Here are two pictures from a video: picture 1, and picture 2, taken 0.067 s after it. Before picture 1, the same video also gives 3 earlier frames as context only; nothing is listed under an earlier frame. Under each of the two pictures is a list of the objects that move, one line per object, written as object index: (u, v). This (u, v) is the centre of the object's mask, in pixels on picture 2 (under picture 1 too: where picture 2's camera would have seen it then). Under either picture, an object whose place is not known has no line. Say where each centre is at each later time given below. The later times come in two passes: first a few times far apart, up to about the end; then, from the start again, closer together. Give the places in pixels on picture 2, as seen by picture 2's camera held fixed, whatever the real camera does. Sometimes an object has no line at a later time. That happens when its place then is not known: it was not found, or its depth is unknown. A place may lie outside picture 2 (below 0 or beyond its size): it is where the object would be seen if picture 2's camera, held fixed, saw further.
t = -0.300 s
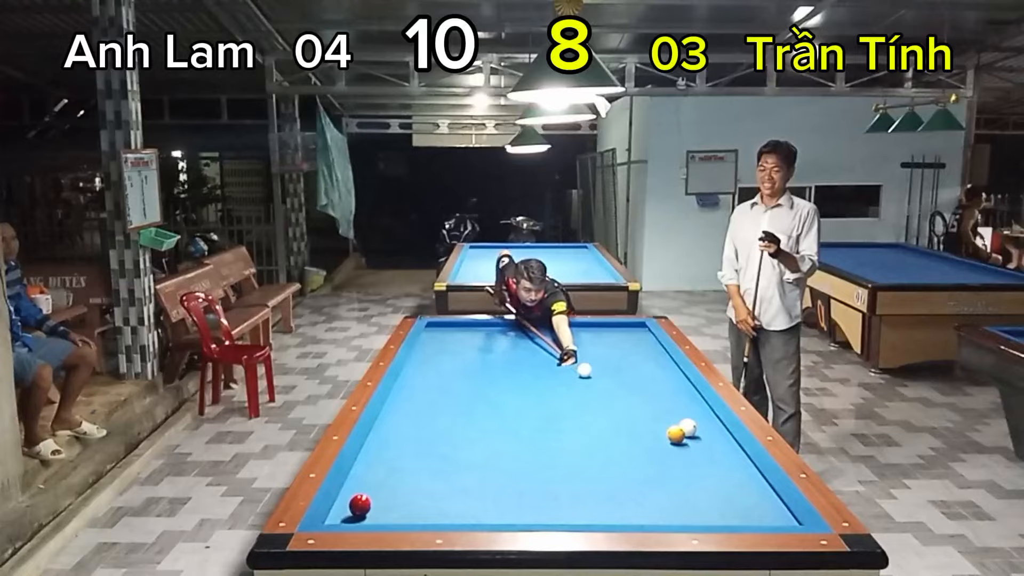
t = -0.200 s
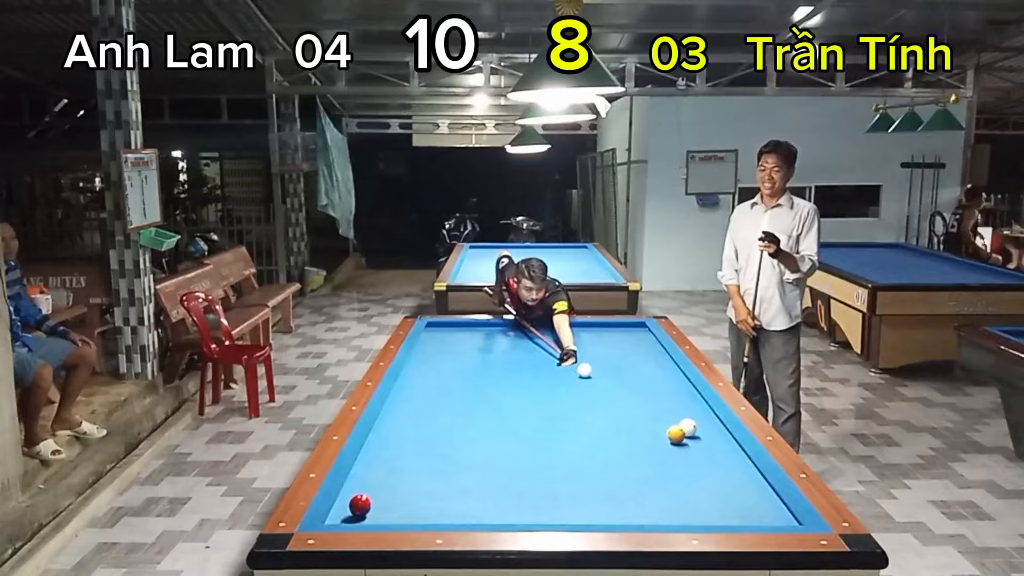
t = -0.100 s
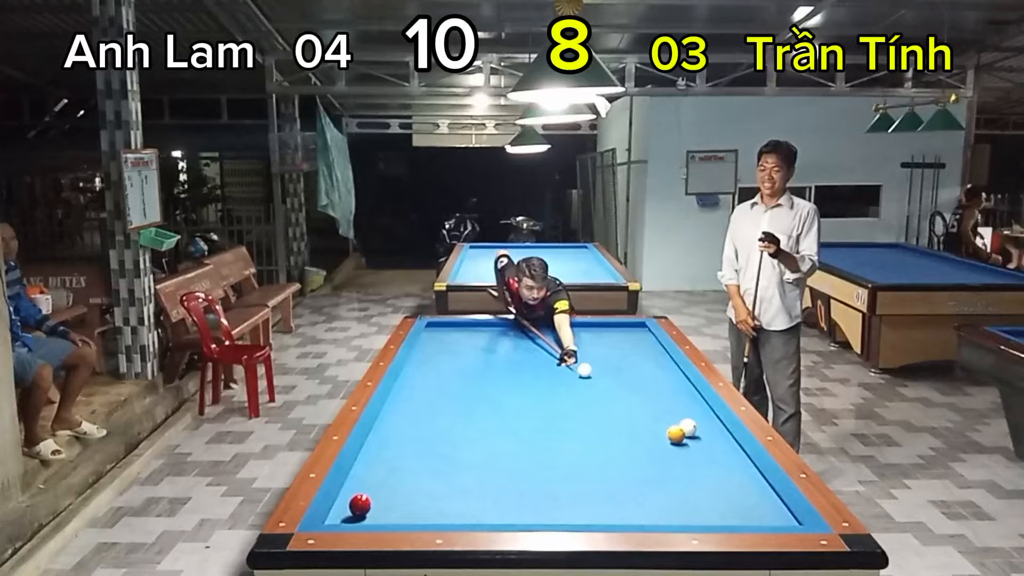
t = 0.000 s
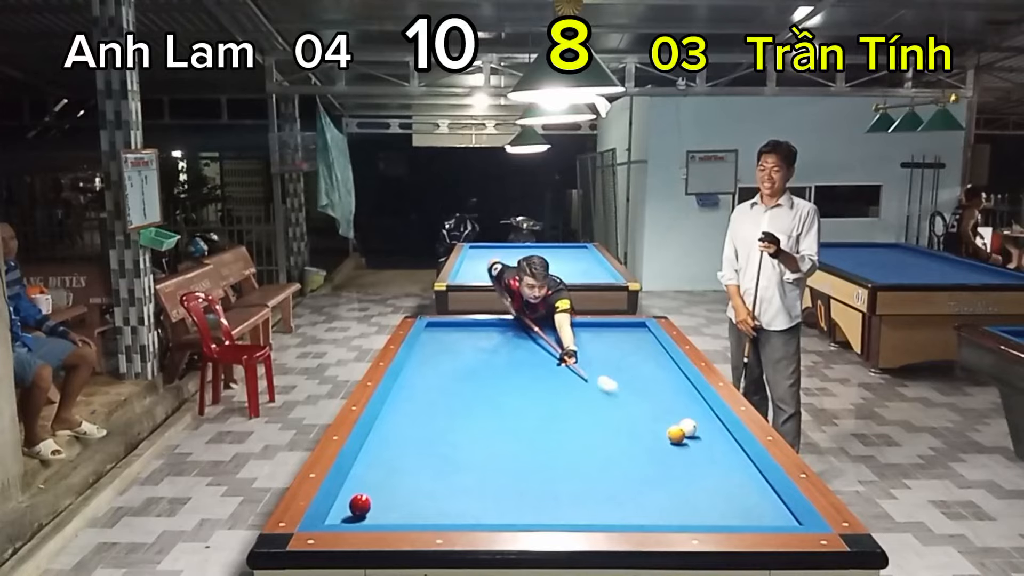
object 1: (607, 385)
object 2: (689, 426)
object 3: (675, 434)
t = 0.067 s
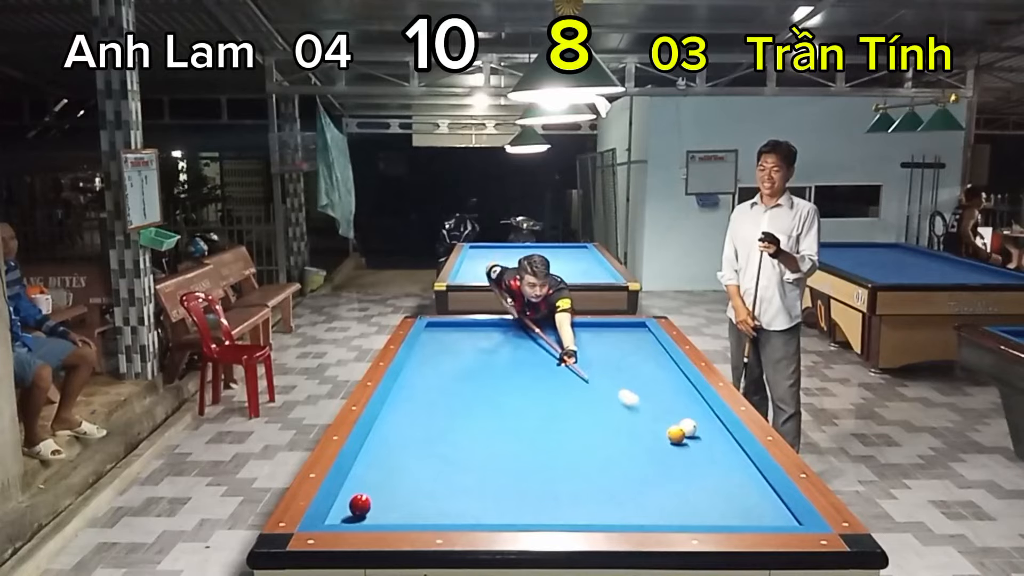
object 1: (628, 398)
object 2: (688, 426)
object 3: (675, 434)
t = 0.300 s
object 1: (653, 429)
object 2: (718, 428)
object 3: (704, 458)
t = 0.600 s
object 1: (612, 433)
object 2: (680, 427)
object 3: (774, 513)
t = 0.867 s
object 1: (576, 437)
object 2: (647, 427)
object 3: (746, 478)
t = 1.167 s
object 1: (535, 441)
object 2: (612, 426)
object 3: (714, 449)
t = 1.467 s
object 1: (495, 445)
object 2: (577, 426)
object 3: (688, 426)
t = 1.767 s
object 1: (454, 449)
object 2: (544, 426)
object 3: (666, 407)
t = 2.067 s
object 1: (413, 453)
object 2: (513, 426)
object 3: (647, 390)
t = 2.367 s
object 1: (372, 458)
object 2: (482, 426)
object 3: (630, 376)
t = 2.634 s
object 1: (383, 457)
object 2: (455, 426)
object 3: (618, 365)
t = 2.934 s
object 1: (402, 455)
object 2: (426, 426)
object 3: (605, 354)
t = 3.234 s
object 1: (419, 452)
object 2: (398, 426)
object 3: (595, 344)
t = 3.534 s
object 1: (435, 450)
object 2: (388, 427)
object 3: (585, 336)
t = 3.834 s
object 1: (449, 448)
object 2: (403, 426)
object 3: (577, 328)
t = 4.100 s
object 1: (461, 447)
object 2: (414, 427)
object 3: (570, 324)
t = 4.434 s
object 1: (474, 446)
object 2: (428, 427)
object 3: (563, 328)
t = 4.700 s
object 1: (484, 444)
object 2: (438, 427)
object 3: (557, 332)
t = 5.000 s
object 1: (493, 443)
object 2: (447, 428)
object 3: (551, 336)
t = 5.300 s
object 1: (501, 442)
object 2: (455, 428)
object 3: (545, 340)
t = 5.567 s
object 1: (507, 442)
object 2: (462, 428)
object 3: (539, 343)
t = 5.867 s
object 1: (513, 441)
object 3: (533, 347)
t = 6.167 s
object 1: (518, 441)
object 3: (526, 351)
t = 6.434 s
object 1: (520, 440)
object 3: (521, 354)
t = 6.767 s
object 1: (523, 440)
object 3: (514, 358)
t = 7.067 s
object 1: (525, 439)
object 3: (508, 362)
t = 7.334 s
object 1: (524, 440)
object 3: (503, 365)
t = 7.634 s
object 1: (524, 439)
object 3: (498, 369)
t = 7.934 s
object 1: (524, 439)
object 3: (493, 372)
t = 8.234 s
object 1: (524, 439)
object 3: (487, 375)
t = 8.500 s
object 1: (524, 439)
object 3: (482, 378)
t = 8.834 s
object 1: (524, 439)
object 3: (477, 381)
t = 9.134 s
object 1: (524, 439)
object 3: (472, 384)
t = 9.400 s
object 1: (524, 439)
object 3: (468, 386)
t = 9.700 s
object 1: (524, 439)
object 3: (464, 389)
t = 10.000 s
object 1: (524, 439)
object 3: (460, 391)
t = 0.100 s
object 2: (688, 426)
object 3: (675, 434)
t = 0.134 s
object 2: (688, 426)
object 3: (675, 434)
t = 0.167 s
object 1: (662, 421)
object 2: (688, 426)
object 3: (675, 434)
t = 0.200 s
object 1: (667, 425)
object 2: (692, 427)
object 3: (675, 434)
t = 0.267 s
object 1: (658, 429)
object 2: (711, 428)
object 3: (694, 450)
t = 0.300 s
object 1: (653, 429)
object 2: (718, 428)
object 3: (704, 458)
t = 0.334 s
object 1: (648, 430)
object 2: (715, 428)
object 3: (712, 466)
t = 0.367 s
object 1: (644, 430)
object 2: (710, 428)
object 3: (722, 475)
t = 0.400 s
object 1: (639, 431)
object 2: (705, 428)
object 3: (731, 483)
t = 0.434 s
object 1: (634, 431)
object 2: (701, 428)
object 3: (741, 492)
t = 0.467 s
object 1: (630, 431)
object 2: (697, 428)
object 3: (750, 500)
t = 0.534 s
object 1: (621, 432)
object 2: (688, 428)
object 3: (769, 515)
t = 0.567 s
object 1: (616, 433)
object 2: (684, 428)
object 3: (775, 516)
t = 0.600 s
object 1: (612, 433)
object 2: (680, 427)
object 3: (774, 513)
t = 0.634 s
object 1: (607, 434)
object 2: (676, 427)
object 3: (774, 507)
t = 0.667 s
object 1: (603, 434)
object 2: (672, 427)
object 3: (773, 501)
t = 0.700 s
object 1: (598, 435)
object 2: (668, 427)
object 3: (768, 496)
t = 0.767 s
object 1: (589, 436)
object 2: (659, 427)
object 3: (758, 488)
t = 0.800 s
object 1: (585, 436)
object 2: (655, 427)
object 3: (754, 485)
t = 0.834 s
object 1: (580, 436)
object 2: (651, 427)
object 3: (750, 481)
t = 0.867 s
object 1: (576, 437)
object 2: (647, 427)
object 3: (746, 478)
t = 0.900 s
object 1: (571, 437)
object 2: (643, 427)
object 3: (742, 474)
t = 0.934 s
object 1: (567, 438)
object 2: (639, 426)
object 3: (738, 471)
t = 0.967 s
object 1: (562, 438)
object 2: (635, 427)
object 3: (735, 468)
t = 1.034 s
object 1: (553, 439)
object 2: (627, 426)
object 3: (728, 461)
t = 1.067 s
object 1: (549, 439)
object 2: (623, 427)
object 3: (724, 458)
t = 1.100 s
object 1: (544, 440)
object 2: (619, 427)
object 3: (721, 455)
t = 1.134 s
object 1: (540, 440)
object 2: (615, 426)
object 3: (717, 452)
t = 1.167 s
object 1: (535, 441)
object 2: (612, 426)
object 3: (714, 449)
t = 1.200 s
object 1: (531, 441)
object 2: (608, 426)
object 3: (711, 447)
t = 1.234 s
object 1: (526, 442)
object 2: (604, 426)
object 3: (708, 444)
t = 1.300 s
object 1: (517, 442)
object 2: (596, 426)
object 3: (702, 438)
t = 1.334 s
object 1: (513, 443)
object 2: (592, 426)
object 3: (699, 436)
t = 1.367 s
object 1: (508, 444)
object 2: (588, 426)
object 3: (696, 434)
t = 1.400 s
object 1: (504, 444)
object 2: (585, 426)
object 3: (693, 431)
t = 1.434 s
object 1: (499, 444)
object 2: (581, 426)
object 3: (691, 429)
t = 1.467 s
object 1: (495, 445)
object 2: (577, 426)
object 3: (688, 426)
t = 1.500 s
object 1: (490, 446)
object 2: (573, 426)
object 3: (685, 424)
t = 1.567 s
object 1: (481, 446)
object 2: (566, 426)
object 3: (680, 419)
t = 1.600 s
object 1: (477, 447)
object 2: (562, 426)
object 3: (677, 417)
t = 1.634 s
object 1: (472, 447)
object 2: (559, 426)
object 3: (675, 415)
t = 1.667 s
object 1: (468, 448)
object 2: (555, 426)
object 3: (673, 413)
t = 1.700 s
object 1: (463, 448)
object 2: (552, 426)
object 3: (670, 411)
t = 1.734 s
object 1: (458, 449)
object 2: (548, 426)
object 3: (668, 409)
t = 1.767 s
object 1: (454, 449)
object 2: (544, 426)
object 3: (666, 407)
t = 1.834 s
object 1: (445, 450)
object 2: (537, 426)
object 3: (661, 403)
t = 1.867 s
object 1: (440, 450)
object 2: (533, 426)
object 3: (659, 401)
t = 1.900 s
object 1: (435, 451)
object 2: (530, 426)
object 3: (657, 399)
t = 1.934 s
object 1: (431, 451)
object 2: (527, 426)
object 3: (655, 397)
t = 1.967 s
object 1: (426, 452)
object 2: (523, 426)
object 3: (653, 395)
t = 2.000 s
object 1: (422, 452)
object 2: (519, 426)
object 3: (651, 393)
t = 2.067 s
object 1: (413, 453)
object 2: (513, 426)
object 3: (647, 390)
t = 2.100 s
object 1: (408, 454)
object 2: (509, 426)
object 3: (645, 388)
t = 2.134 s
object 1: (404, 454)
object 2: (506, 426)
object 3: (643, 387)
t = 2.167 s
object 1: (399, 455)
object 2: (502, 426)
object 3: (641, 385)
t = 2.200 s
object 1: (394, 455)
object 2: (499, 426)
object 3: (639, 383)
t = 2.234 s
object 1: (390, 456)
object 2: (495, 426)
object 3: (637, 382)
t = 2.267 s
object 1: (385, 456)
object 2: (492, 426)
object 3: (635, 380)
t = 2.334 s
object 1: (376, 457)
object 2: (485, 426)
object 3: (632, 377)
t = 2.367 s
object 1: (372, 458)
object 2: (482, 426)
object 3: (630, 376)
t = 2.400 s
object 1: (367, 459)
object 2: (478, 426)
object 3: (629, 374)
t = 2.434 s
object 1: (369, 458)
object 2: (475, 426)
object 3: (627, 373)
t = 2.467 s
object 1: (372, 458)
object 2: (471, 426)
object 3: (625, 372)
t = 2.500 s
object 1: (374, 458)
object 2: (468, 426)
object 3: (624, 370)
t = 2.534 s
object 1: (376, 457)
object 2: (465, 426)
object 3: (622, 369)
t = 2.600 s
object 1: (381, 457)
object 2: (458, 426)
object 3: (619, 366)
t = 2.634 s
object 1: (383, 457)
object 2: (455, 426)
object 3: (618, 365)
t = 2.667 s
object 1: (385, 456)
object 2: (452, 426)
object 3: (616, 363)
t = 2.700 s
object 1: (387, 456)
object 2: (448, 426)
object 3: (615, 362)
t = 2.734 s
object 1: (389, 456)
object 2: (445, 426)
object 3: (614, 361)
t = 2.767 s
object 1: (392, 456)
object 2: (442, 426)
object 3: (612, 360)
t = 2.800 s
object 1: (394, 455)
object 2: (439, 426)
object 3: (611, 358)
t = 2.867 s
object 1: (398, 455)
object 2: (432, 426)
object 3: (608, 356)
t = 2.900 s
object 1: (400, 455)
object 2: (429, 426)
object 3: (607, 355)
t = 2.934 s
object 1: (402, 455)
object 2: (426, 426)
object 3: (605, 354)
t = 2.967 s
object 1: (404, 454)
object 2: (423, 426)
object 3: (604, 353)
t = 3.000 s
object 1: (406, 454)
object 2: (419, 426)
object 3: (603, 352)
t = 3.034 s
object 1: (408, 454)
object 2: (416, 426)
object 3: (602, 351)
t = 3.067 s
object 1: (410, 454)
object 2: (413, 426)
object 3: (601, 349)
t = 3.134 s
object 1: (413, 453)
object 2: (407, 426)
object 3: (598, 347)
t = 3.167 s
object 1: (415, 453)
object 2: (404, 426)
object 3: (597, 346)
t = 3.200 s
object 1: (417, 453)
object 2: (401, 426)
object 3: (596, 345)
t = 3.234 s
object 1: (419, 452)
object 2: (398, 426)
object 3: (595, 344)
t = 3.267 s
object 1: (421, 452)
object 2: (395, 426)
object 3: (594, 343)
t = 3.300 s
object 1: (423, 452)
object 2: (391, 426)
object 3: (593, 342)
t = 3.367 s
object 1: (426, 451)
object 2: (385, 427)
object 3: (590, 340)
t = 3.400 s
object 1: (428, 451)
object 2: (383, 427)
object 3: (589, 339)
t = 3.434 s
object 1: (430, 451)
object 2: (383, 427)
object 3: (588, 339)
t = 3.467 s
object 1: (431, 451)
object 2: (385, 427)
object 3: (587, 338)
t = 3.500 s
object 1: (433, 450)
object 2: (386, 427)
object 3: (586, 337)
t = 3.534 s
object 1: (435, 450)
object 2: (388, 427)
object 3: (585, 336)
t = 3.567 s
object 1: (437, 450)
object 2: (390, 427)
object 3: (584, 335)
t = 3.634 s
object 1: (440, 450)
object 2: (393, 427)
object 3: (582, 333)
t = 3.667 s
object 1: (441, 449)
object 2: (395, 427)
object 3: (581, 332)
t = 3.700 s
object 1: (443, 449)
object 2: (397, 427)
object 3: (580, 331)
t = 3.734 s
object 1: (445, 449)
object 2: (398, 427)
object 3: (579, 330)
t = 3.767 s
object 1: (446, 449)
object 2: (400, 426)
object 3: (578, 330)
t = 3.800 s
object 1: (448, 448)
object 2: (401, 427)
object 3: (578, 329)
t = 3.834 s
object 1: (449, 448)
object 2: (403, 426)
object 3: (577, 328)
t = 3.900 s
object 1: (452, 448)
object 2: (406, 427)
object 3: (575, 327)
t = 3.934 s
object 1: (454, 448)
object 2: (407, 427)
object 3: (574, 325)
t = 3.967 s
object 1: (455, 447)
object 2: (409, 427)
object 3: (573, 325)
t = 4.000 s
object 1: (457, 447)
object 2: (410, 427)
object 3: (572, 324)
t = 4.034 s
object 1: (458, 447)
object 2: (412, 427)
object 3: (571, 324)
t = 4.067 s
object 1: (460, 447)
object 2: (413, 427)
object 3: (571, 324)
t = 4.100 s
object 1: (461, 447)
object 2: (414, 427)
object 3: (570, 324)
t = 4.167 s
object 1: (464, 446)
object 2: (417, 427)
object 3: (569, 325)
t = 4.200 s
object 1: (465, 446)
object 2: (419, 427)
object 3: (568, 325)
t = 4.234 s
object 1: (467, 446)
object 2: (420, 427)
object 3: (567, 326)
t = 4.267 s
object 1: (468, 446)
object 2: (421, 427)
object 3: (567, 326)
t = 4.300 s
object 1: (469, 446)
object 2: (423, 427)
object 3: (566, 327)
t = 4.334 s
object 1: (470, 446)
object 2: (424, 427)
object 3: (565, 327)
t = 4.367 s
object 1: (472, 446)
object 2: (425, 427)
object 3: (564, 328)
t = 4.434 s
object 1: (474, 446)
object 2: (428, 427)
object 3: (563, 328)
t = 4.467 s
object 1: (475, 445)
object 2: (429, 427)
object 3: (562, 329)
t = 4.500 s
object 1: (477, 445)
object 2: (430, 427)
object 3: (562, 329)
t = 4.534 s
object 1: (478, 445)
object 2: (432, 427)
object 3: (561, 330)
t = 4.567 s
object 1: (479, 445)
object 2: (433, 427)
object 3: (560, 330)
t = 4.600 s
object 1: (480, 445)
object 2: (434, 427)
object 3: (560, 331)
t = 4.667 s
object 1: (483, 444)
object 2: (436, 427)
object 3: (558, 331)
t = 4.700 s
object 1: (484, 444)
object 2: (438, 427)
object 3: (557, 332)
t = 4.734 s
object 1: (485, 444)
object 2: (439, 428)
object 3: (557, 332)
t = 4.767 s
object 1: (486, 444)
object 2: (440, 428)
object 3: (556, 333)
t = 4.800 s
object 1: (487, 444)
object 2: (441, 428)
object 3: (555, 333)
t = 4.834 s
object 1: (488, 444)
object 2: (442, 428)
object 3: (555, 333)
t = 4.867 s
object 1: (489, 444)
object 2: (443, 427)
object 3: (554, 334)
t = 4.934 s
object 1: (492, 443)
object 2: (445, 428)
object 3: (552, 335)
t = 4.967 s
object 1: (492, 443)
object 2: (446, 428)
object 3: (552, 335)
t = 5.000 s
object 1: (493, 443)
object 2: (447, 428)
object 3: (551, 336)
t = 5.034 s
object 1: (494, 443)
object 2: (448, 428)
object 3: (550, 336)
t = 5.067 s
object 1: (495, 443)
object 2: (449, 428)
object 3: (549, 337)
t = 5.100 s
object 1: (496, 443)
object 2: (450, 428)
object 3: (549, 337)
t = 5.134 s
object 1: (497, 443)
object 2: (451, 428)
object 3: (548, 337)
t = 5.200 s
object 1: (499, 442)
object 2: (453, 428)
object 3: (547, 338)
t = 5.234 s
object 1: (499, 442)
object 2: (453, 428)
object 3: (546, 339)
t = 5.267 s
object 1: (500, 442)
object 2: (455, 428)
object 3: (545, 339)
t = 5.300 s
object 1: (501, 442)
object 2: (455, 428)
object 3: (545, 340)
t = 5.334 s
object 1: (502, 442)
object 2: (456, 428)
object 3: (544, 340)
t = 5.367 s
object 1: (503, 442)
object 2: (457, 428)
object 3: (543, 340)
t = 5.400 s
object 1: (504, 442)
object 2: (458, 428)
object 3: (542, 341)
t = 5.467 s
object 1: (505, 442)
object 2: (460, 428)
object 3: (541, 342)
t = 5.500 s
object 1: (506, 442)
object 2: (460, 428)
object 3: (540, 342)
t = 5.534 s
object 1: (507, 442)
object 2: (461, 428)
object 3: (540, 342)
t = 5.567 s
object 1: (507, 442)
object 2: (462, 428)
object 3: (539, 343)
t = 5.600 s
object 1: (508, 442)
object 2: (463, 428)
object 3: (538, 343)
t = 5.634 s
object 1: (509, 442)
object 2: (463, 429)
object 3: (537, 343)
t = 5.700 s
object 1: (510, 442)
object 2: (465, 429)
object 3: (536, 344)
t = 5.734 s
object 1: (511, 442)
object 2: (465, 429)
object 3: (535, 345)
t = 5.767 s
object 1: (511, 441)
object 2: (466, 429)
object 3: (535, 346)
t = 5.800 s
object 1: (512, 441)
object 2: (467, 429)
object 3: (534, 346)
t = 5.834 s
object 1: (512, 441)
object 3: (533, 347)
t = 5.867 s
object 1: (513, 441)
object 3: (533, 347)
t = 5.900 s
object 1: (514, 441)
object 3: (532, 347)
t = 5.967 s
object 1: (515, 441)
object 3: (531, 348)
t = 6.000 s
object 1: (515, 441)
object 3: (530, 349)
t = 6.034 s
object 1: (516, 441)
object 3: (529, 349)
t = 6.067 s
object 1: (516, 441)
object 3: (528, 350)
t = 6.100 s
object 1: (517, 441)
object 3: (528, 350)
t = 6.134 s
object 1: (517, 441)
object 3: (527, 350)
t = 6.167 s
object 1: (518, 441)
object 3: (526, 351)
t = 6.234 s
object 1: (518, 441)
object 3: (525, 352)
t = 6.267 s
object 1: (519, 441)
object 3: (524, 352)
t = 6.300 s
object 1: (519, 441)
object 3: (523, 353)
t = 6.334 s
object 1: (519, 440)
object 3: (523, 353)
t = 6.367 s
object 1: (520, 440)
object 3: (522, 354)
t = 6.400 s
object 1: (520, 440)
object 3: (522, 354)
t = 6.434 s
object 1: (520, 440)
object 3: (521, 354)
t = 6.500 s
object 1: (521, 440)
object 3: (520, 355)
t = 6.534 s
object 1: (521, 440)
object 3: (519, 356)
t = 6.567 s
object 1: (522, 440)
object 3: (518, 356)
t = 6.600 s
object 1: (522, 440)
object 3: (518, 356)
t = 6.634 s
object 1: (522, 440)
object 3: (517, 357)
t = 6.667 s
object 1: (522, 440)
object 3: (516, 357)
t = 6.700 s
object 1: (523, 440)
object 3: (516, 358)
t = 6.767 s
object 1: (523, 440)
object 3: (514, 358)
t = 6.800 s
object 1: (523, 440)
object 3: (514, 359)
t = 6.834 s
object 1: (524, 440)
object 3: (513, 359)
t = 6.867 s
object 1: (524, 439)
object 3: (512, 360)
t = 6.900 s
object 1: (524, 439)
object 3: (512, 360)
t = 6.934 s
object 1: (524, 439)
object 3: (511, 361)
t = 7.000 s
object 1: (524, 439)
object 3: (510, 361)
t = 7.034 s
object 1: (525, 439)
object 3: (509, 362)
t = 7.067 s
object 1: (525, 439)
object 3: (508, 362)
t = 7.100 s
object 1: (525, 440)
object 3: (508, 362)
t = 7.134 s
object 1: (525, 440)
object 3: (507, 363)
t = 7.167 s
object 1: (525, 439)
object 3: (506, 363)
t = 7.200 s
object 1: (525, 439)
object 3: (506, 364)
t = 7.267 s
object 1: (524, 440)
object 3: (504, 364)
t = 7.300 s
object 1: (524, 439)
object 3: (504, 365)
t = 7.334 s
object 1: (524, 440)
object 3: (503, 365)
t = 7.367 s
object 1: (524, 439)
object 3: (503, 366)
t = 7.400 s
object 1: (524, 439)
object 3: (502, 366)
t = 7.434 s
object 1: (524, 439)
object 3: (501, 366)
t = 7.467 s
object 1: (524, 439)
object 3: (501, 367)
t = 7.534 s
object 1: (524, 439)
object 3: (500, 368)
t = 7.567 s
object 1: (524, 439)
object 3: (499, 368)
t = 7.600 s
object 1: (524, 439)
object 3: (498, 368)
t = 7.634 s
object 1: (524, 439)
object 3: (498, 369)
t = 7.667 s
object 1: (524, 440)
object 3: (497, 369)
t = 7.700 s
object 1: (524, 439)
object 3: (497, 369)
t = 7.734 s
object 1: (524, 440)
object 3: (496, 370)
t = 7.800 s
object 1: (524, 439)
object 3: (495, 371)
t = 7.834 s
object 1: (524, 439)
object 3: (494, 371)
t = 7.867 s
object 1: (524, 439)
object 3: (494, 371)
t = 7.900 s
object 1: (524, 439)
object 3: (493, 372)
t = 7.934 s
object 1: (524, 439)
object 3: (493, 372)
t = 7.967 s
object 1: (524, 440)
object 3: (492, 373)
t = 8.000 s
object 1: (524, 439)
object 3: (491, 373)
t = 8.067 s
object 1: (524, 439)
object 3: (490, 374)
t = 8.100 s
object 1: (524, 439)
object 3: (489, 374)
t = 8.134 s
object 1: (524, 439)
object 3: (489, 374)
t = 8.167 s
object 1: (524, 439)
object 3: (488, 375)
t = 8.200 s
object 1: (524, 439)
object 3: (488, 375)
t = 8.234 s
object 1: (524, 439)
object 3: (487, 375)
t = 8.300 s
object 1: (524, 439)
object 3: (486, 376)
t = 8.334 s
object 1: (524, 439)
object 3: (485, 376)
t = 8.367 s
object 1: (524, 439)
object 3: (485, 377)
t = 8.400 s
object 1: (524, 439)
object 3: (484, 377)
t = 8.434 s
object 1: (524, 439)
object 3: (483, 377)
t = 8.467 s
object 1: (524, 439)
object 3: (483, 378)
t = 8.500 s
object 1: (524, 439)
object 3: (482, 378)
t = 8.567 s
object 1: (524, 439)
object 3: (481, 379)
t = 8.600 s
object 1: (524, 439)
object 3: (481, 379)
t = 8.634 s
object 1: (524, 439)
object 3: (480, 379)
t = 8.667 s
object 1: (524, 439)
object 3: (480, 380)
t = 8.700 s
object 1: (524, 439)
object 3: (479, 380)
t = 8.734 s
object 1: (524, 439)
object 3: (478, 380)
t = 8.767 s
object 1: (524, 439)
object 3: (478, 381)
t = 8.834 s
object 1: (524, 439)
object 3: (477, 381)
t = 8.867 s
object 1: (524, 439)
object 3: (476, 382)
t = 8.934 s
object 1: (524, 439)
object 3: (476, 382)
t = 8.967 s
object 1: (524, 439)
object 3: (475, 382)
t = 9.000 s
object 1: (524, 439)
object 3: (474, 383)
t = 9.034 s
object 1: (524, 439)
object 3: (474, 383)
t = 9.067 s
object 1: (524, 439)
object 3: (473, 383)
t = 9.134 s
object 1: (524, 439)
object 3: (472, 384)
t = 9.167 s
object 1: (524, 439)
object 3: (472, 384)
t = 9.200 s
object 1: (524, 439)
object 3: (471, 384)
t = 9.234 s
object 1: (524, 439)
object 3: (471, 385)
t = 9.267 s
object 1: (524, 439)
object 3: (470, 385)
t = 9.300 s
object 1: (524, 439)
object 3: (470, 385)
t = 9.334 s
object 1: (524, 439)
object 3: (469, 386)
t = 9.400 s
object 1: (524, 439)
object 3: (468, 386)
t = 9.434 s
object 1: (524, 439)
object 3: (468, 386)
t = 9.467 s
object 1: (524, 439)
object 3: (467, 387)
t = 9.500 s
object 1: (524, 439)
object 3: (467, 387)
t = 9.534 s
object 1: (524, 439)
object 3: (466, 387)
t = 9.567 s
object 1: (524, 439)
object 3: (466, 388)
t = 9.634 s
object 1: (524, 439)
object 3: (465, 388)
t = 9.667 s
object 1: (524, 439)
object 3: (464, 388)
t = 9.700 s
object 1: (524, 439)
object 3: (464, 389)
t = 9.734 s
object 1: (524, 439)
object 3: (463, 389)
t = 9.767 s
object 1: (524, 439)
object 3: (463, 389)
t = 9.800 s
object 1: (524, 439)
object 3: (462, 389)
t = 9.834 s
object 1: (524, 439)
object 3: (462, 390)
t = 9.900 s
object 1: (524, 439)
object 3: (461, 390)
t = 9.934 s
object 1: (524, 439)
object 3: (460, 391)
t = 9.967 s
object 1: (524, 439)
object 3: (460, 391)
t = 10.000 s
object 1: (524, 439)
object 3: (460, 391)
